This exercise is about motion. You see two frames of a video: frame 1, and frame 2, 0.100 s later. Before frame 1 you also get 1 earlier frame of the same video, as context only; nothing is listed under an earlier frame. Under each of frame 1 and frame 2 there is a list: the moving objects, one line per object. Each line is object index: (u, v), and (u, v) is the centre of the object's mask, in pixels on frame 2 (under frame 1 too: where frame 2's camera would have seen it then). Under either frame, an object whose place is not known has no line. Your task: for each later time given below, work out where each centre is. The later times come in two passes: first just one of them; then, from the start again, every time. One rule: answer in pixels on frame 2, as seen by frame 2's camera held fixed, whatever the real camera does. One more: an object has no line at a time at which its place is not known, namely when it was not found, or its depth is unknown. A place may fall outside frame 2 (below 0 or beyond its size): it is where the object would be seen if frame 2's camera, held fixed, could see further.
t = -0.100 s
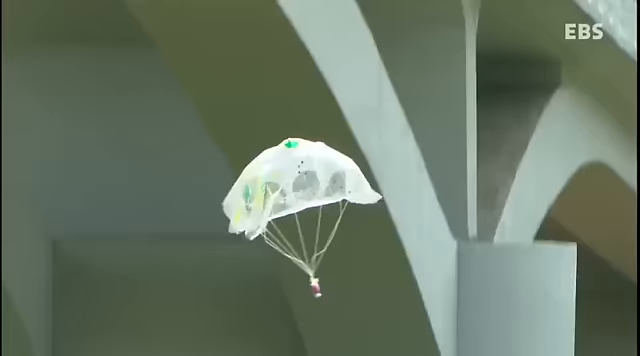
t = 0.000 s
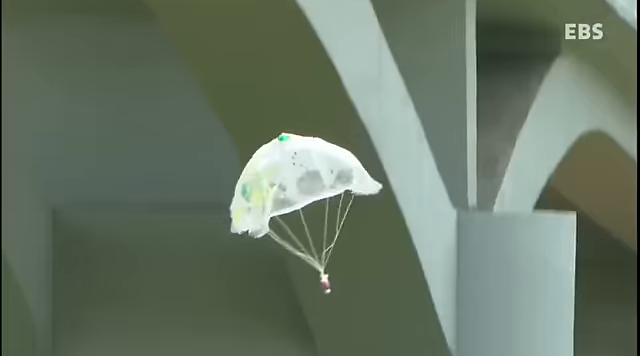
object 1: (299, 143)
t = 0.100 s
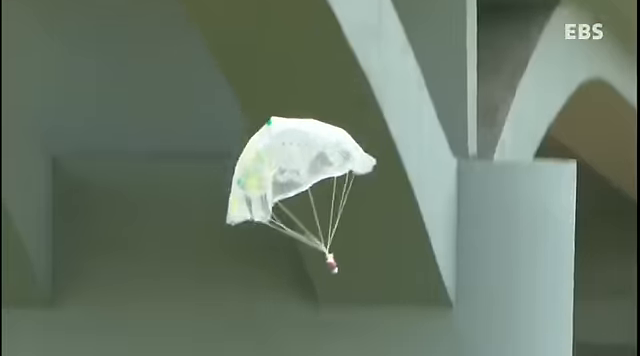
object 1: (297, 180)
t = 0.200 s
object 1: (288, 205)
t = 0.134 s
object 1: (294, 189)
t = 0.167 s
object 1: (291, 197)
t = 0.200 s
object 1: (288, 205)
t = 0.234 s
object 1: (285, 212)
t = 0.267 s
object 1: (281, 218)
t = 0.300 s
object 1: (278, 224)
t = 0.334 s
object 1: (274, 230)
